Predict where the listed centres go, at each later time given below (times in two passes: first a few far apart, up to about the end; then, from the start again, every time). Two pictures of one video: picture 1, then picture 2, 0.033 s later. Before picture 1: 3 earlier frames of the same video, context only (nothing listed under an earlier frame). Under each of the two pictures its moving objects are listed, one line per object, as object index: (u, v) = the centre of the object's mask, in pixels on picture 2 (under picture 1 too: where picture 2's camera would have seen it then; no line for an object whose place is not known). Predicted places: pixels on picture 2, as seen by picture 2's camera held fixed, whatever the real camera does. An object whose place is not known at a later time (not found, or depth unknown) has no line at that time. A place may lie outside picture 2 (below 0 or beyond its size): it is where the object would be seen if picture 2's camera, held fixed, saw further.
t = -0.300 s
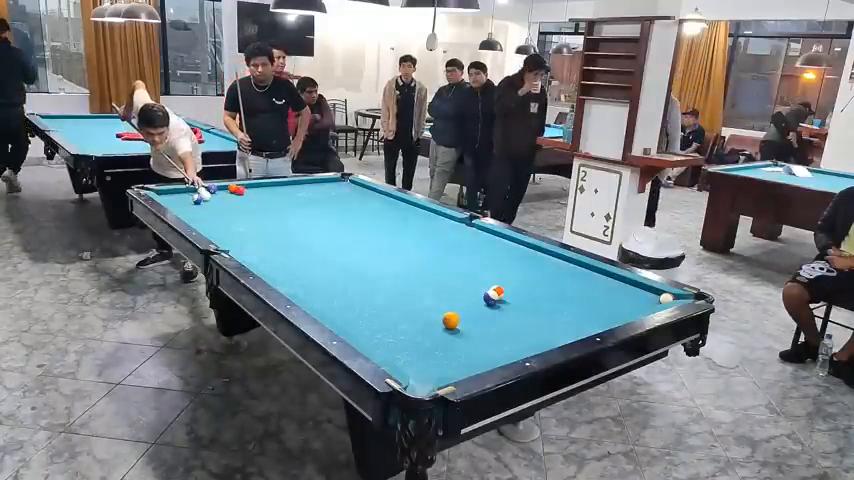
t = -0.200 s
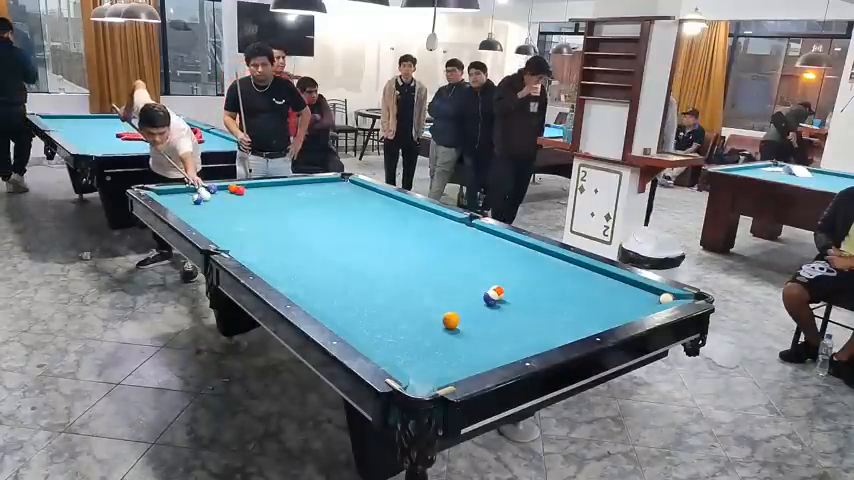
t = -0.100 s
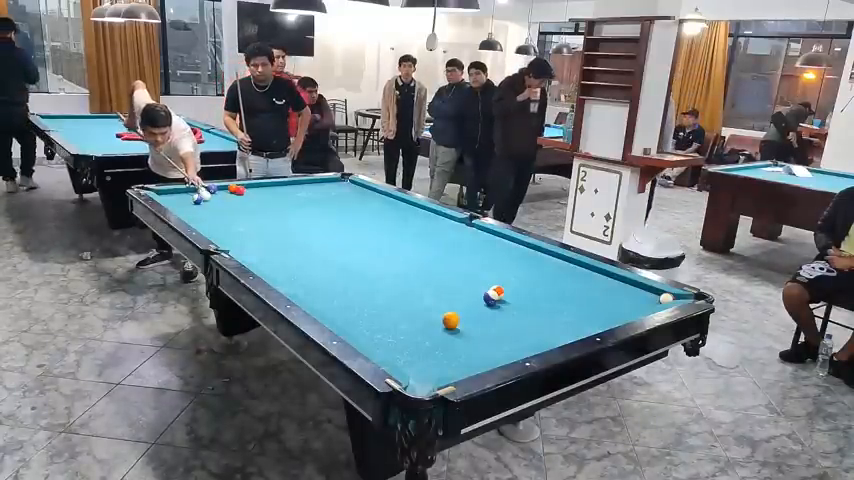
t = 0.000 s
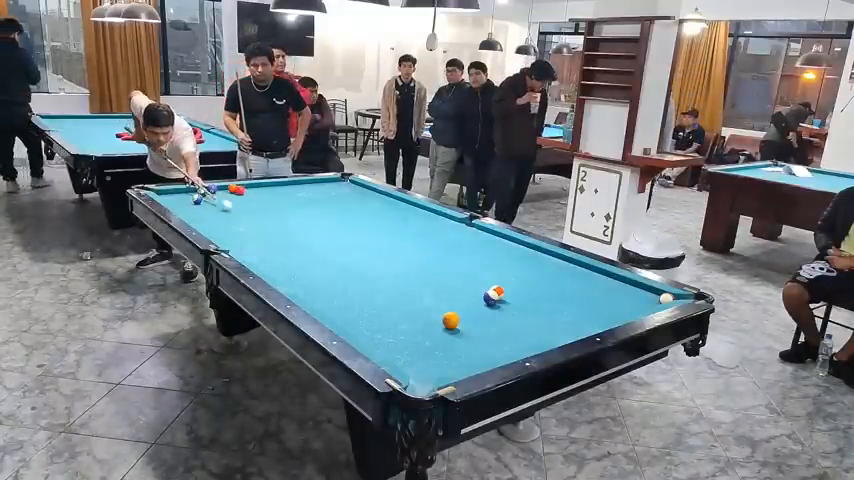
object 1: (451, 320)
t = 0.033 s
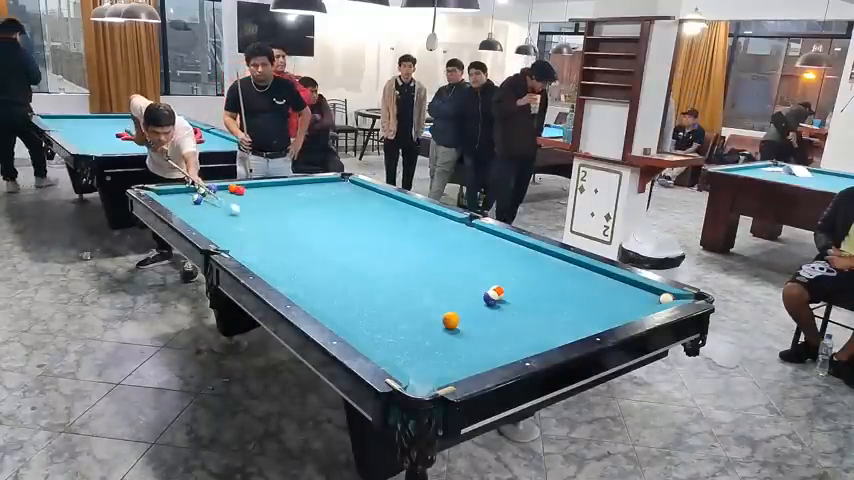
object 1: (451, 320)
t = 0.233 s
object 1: (451, 320)
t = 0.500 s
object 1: (451, 320)
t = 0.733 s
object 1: (453, 349)
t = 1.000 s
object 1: (414, 360)
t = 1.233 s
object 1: (383, 345)
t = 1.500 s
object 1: (374, 323)
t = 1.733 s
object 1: (368, 308)
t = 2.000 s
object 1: (361, 292)
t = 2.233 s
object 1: (358, 281)
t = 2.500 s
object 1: (353, 269)
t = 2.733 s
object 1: (349, 261)
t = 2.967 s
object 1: (347, 253)
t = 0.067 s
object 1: (451, 320)
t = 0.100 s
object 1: (451, 320)
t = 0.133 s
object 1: (451, 320)
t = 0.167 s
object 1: (451, 320)
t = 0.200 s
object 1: (451, 320)
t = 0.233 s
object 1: (451, 320)
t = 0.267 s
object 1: (451, 320)
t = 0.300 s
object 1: (451, 320)
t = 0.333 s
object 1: (451, 320)
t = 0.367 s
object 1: (451, 320)
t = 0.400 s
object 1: (451, 320)
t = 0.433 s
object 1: (451, 320)
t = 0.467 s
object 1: (451, 320)
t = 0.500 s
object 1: (451, 320)
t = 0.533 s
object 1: (451, 320)
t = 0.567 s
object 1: (451, 320)
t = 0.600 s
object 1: (451, 320)
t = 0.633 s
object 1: (451, 324)
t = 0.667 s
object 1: (451, 332)
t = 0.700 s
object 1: (452, 341)
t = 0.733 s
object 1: (453, 349)
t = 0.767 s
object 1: (454, 356)
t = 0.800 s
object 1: (455, 362)
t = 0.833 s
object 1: (453, 366)
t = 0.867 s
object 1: (445, 366)
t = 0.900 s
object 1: (438, 365)
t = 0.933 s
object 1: (430, 363)
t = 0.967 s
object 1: (422, 362)
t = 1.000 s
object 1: (414, 360)
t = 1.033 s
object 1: (407, 358)
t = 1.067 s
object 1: (400, 356)
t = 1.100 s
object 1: (393, 354)
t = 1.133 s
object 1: (387, 351)
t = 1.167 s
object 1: (385, 349)
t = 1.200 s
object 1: (384, 347)
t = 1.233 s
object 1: (383, 345)
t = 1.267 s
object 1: (381, 342)
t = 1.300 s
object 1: (380, 339)
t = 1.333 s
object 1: (379, 336)
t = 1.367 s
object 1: (378, 333)
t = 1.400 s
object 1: (377, 331)
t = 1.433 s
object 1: (376, 328)
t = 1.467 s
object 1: (375, 326)
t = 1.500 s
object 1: (374, 323)
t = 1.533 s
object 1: (373, 321)
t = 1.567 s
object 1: (372, 318)
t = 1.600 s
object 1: (371, 316)
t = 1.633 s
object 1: (370, 314)
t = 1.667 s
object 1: (369, 312)
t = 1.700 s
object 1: (368, 309)
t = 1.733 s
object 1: (368, 308)
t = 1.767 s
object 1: (367, 305)
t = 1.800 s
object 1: (366, 304)
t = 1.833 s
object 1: (365, 301)
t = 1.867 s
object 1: (364, 299)
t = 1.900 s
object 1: (364, 297)
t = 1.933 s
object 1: (363, 296)
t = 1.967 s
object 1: (362, 294)
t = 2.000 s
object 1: (361, 292)
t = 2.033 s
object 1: (361, 290)
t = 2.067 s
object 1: (360, 288)
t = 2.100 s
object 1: (360, 287)
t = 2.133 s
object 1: (359, 285)
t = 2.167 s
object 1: (359, 283)
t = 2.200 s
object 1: (358, 282)
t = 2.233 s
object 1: (358, 281)
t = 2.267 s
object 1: (357, 279)
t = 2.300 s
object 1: (356, 278)
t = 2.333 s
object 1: (356, 276)
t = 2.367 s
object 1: (355, 275)
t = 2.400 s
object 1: (355, 273)
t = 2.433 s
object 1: (354, 272)
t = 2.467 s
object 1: (353, 270)
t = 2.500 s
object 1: (353, 269)
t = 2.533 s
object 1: (352, 268)
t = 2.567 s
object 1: (352, 267)
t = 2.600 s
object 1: (351, 265)
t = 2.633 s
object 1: (351, 264)
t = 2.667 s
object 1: (350, 263)
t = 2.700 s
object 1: (350, 262)
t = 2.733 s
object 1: (349, 261)
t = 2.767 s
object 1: (349, 259)
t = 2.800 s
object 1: (349, 259)
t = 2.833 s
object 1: (348, 257)
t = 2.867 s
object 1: (348, 256)
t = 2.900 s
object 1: (347, 255)
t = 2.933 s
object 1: (347, 254)
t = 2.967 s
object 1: (347, 253)
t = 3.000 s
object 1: (347, 252)
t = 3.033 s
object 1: (346, 251)
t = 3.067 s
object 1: (346, 250)
